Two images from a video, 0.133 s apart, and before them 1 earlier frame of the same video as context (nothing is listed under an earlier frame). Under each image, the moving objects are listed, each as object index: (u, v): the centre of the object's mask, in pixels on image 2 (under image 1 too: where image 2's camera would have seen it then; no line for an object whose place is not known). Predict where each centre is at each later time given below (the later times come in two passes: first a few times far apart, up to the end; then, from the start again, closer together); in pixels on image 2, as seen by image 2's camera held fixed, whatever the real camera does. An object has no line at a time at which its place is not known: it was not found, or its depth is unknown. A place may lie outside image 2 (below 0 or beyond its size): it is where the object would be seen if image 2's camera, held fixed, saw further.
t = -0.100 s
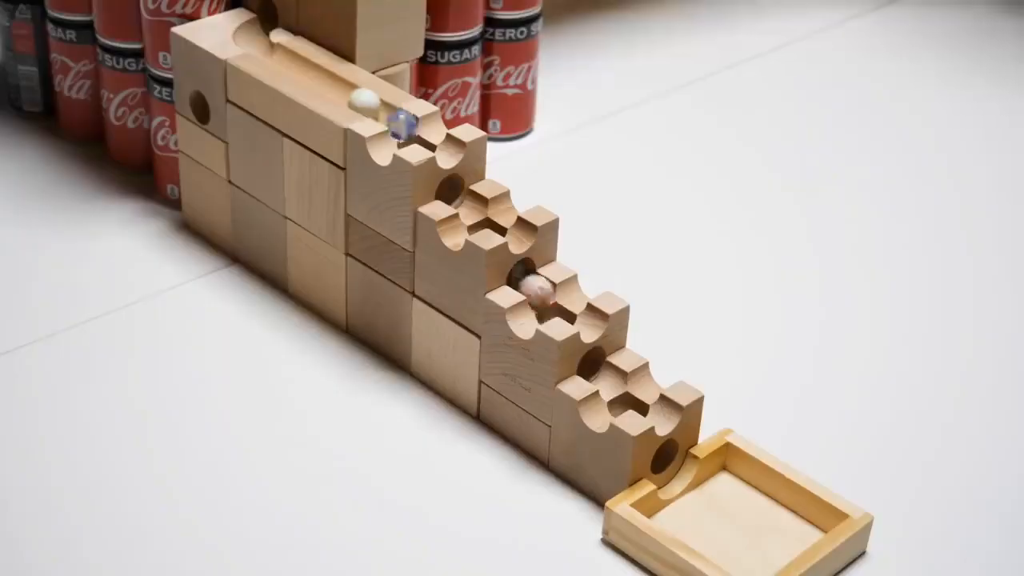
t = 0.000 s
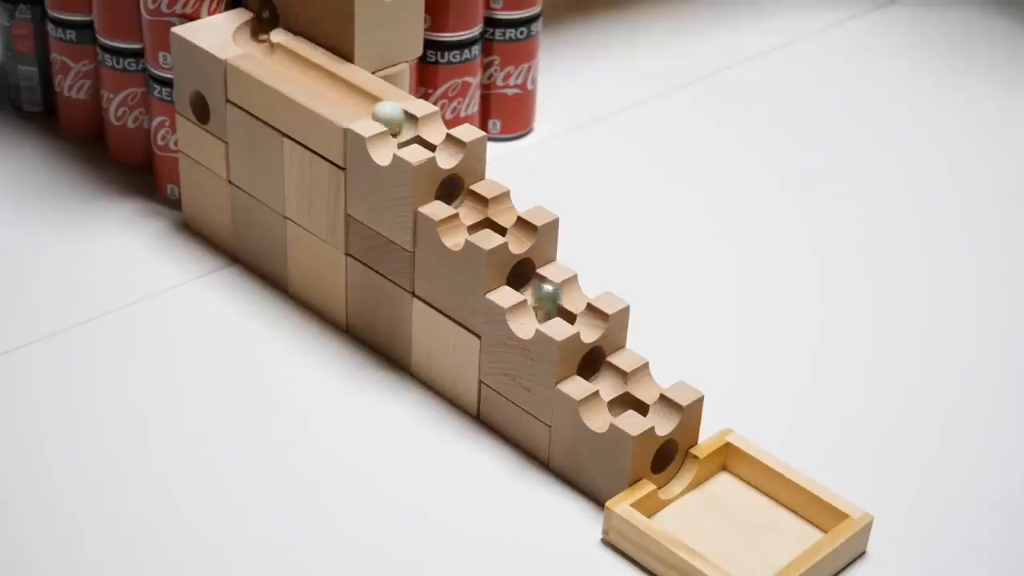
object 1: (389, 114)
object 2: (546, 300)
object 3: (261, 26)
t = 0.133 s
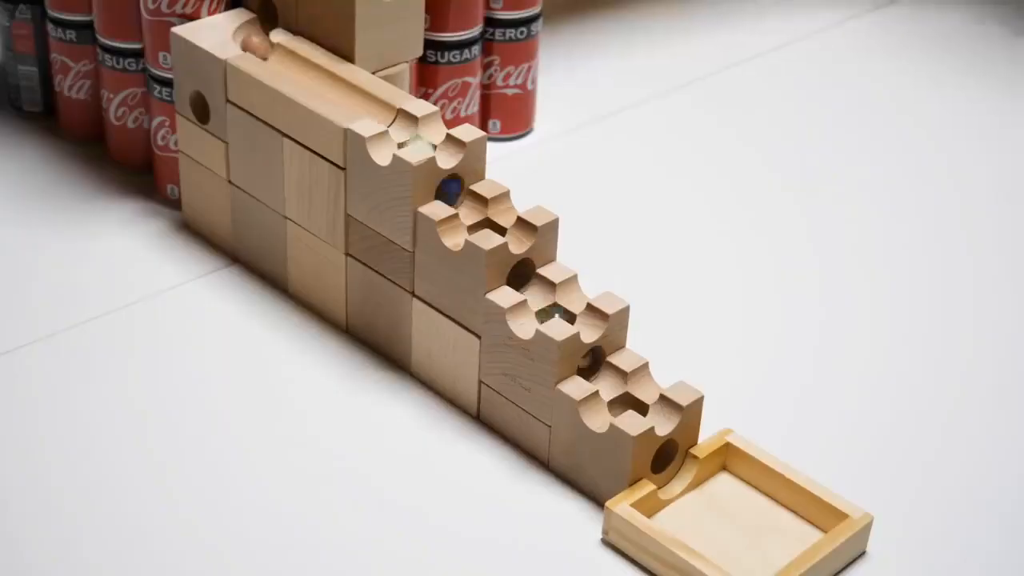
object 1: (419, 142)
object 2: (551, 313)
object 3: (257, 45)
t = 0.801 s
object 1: (628, 395)
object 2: (793, 538)
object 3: (405, 132)
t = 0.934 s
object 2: (802, 530)
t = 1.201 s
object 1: (756, 524)
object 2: (808, 519)
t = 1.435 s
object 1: (778, 518)
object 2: (821, 524)
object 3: (542, 296)
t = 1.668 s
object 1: (793, 511)
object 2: (821, 524)
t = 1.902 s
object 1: (793, 510)
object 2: (821, 524)
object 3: (767, 553)
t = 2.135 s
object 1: (793, 510)
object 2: (821, 524)
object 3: (755, 554)
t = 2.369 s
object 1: (793, 510)
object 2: (821, 524)
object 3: (766, 562)
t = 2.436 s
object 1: (793, 510)
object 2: (821, 524)
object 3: (765, 564)
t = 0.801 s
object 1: (628, 395)
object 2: (793, 538)
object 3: (405, 132)
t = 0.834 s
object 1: (631, 397)
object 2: (803, 537)
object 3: (415, 135)
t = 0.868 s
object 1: (623, 406)
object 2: (802, 535)
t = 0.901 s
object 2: (802, 532)
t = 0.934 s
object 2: (802, 530)
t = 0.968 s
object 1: (666, 454)
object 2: (803, 526)
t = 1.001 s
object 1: (670, 461)
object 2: (804, 523)
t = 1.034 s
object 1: (685, 486)
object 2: (806, 519)
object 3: (455, 193)
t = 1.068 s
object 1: (702, 500)
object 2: (805, 520)
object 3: (463, 201)
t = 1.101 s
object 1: (720, 508)
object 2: (804, 520)
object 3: (472, 207)
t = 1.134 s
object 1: (738, 517)
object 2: (805, 520)
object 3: (478, 216)
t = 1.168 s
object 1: (752, 524)
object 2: (806, 520)
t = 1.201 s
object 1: (756, 524)
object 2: (808, 519)
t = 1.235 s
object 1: (761, 525)
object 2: (813, 521)
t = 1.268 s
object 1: (765, 525)
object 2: (817, 521)
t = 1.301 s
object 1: (767, 525)
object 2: (820, 521)
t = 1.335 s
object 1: (770, 524)
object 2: (821, 523)
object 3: (521, 277)
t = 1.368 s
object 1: (773, 522)
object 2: (821, 524)
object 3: (528, 284)
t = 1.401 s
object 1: (775, 520)
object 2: (821, 524)
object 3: (537, 290)
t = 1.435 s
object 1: (778, 518)
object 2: (821, 524)
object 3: (542, 296)
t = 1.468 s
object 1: (780, 517)
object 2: (821, 524)
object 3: (551, 307)
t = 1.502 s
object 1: (784, 515)
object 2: (822, 523)
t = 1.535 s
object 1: (786, 514)
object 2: (822, 524)
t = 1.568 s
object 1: (788, 513)
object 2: (822, 523)
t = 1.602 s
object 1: (791, 512)
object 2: (822, 524)
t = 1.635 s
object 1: (793, 510)
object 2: (821, 524)
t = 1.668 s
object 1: (793, 511)
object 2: (821, 524)
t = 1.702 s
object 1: (793, 511)
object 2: (821, 524)
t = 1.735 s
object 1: (793, 511)
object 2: (821, 524)
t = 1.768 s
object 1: (793, 510)
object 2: (821, 524)
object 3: (668, 463)
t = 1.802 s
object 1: (793, 510)
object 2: (821, 524)
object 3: (691, 504)
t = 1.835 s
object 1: (793, 510)
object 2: (821, 524)
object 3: (716, 519)
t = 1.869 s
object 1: (793, 510)
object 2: (821, 524)
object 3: (744, 536)
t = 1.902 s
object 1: (793, 510)
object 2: (821, 524)
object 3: (767, 553)
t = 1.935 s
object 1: (793, 510)
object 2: (821, 524)
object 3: (771, 561)
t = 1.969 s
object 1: (793, 510)
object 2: (820, 524)
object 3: (764, 562)
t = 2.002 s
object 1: (793, 510)
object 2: (820, 524)
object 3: (762, 559)
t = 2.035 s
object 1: (793, 510)
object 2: (820, 524)
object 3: (759, 559)
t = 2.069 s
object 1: (793, 510)
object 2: (820, 524)
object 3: (758, 557)
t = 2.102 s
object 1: (793, 510)
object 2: (821, 523)
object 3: (756, 555)
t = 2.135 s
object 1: (793, 510)
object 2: (821, 524)
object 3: (755, 554)
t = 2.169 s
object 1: (793, 510)
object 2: (821, 523)
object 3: (760, 555)
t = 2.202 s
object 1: (793, 510)
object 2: (821, 524)
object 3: (768, 561)
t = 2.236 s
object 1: (793, 510)
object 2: (821, 524)
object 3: (765, 559)
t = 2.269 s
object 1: (793, 510)
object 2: (821, 524)
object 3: (764, 558)
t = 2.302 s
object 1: (793, 510)
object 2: (821, 524)
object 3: (763, 560)
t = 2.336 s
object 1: (793, 510)
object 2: (821, 524)
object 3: (764, 561)
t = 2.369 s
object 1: (793, 510)
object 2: (821, 524)
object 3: (766, 562)
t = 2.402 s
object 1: (793, 510)
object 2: (821, 524)
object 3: (766, 563)
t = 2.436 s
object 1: (793, 510)
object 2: (821, 524)
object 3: (765, 564)
